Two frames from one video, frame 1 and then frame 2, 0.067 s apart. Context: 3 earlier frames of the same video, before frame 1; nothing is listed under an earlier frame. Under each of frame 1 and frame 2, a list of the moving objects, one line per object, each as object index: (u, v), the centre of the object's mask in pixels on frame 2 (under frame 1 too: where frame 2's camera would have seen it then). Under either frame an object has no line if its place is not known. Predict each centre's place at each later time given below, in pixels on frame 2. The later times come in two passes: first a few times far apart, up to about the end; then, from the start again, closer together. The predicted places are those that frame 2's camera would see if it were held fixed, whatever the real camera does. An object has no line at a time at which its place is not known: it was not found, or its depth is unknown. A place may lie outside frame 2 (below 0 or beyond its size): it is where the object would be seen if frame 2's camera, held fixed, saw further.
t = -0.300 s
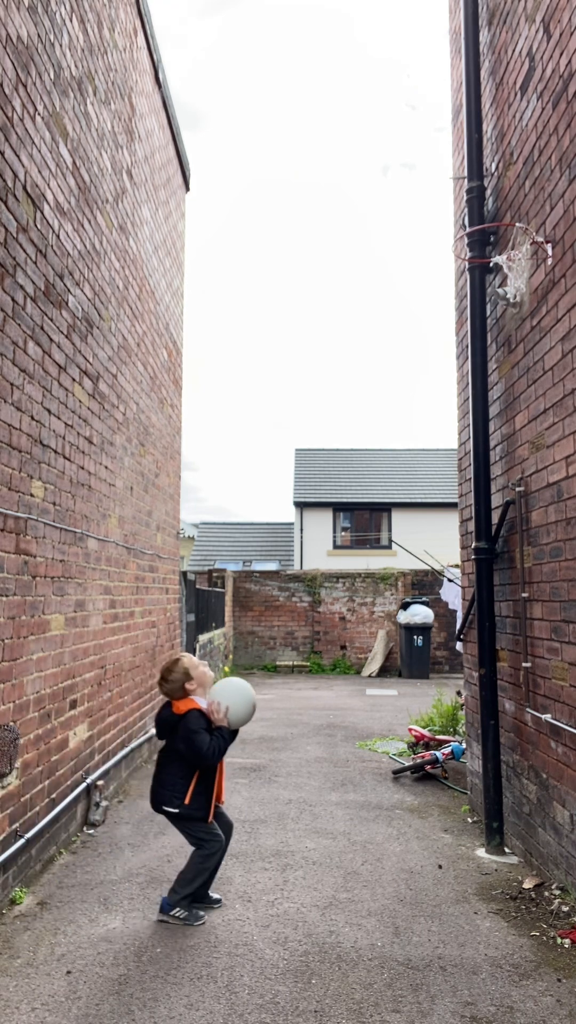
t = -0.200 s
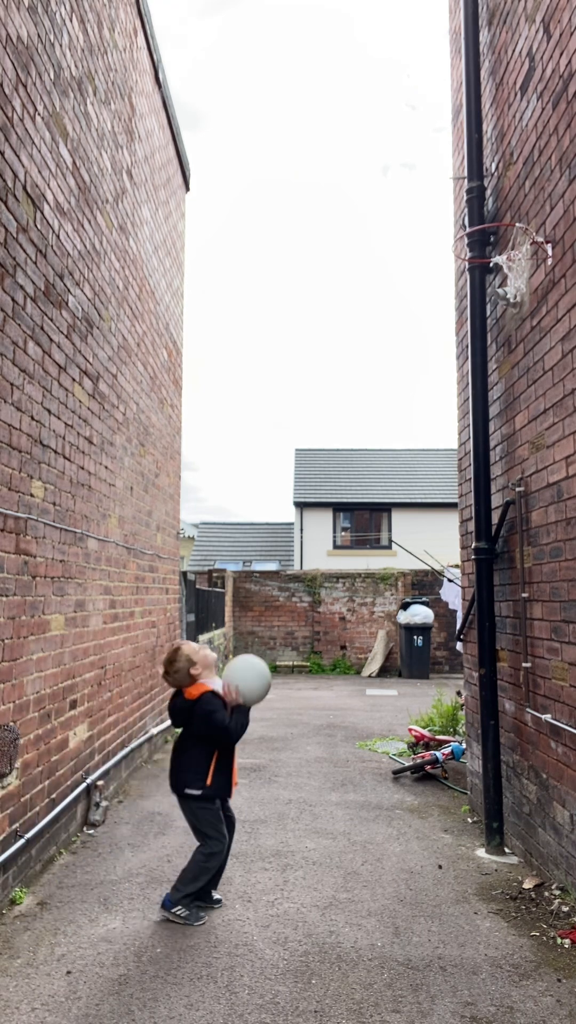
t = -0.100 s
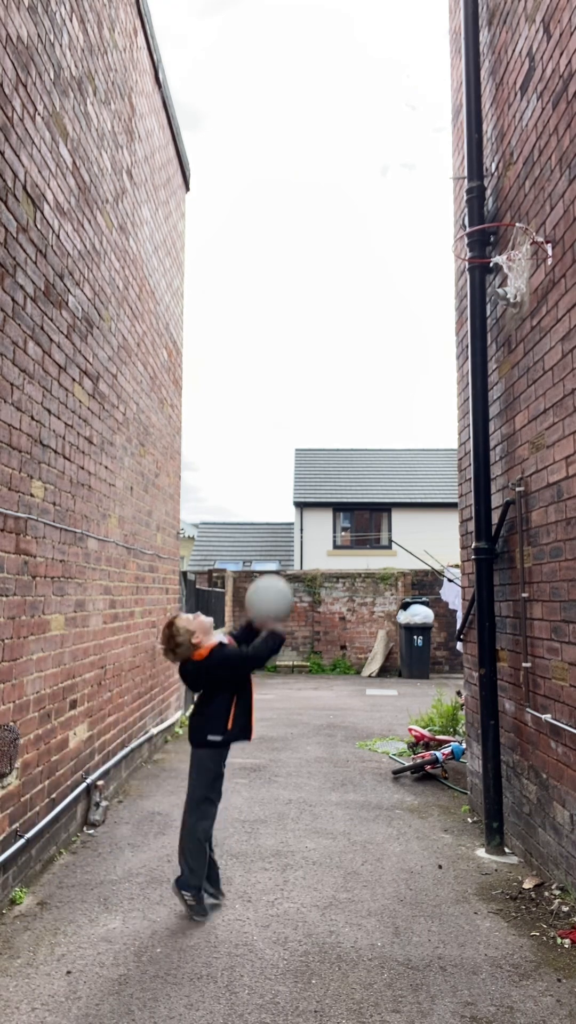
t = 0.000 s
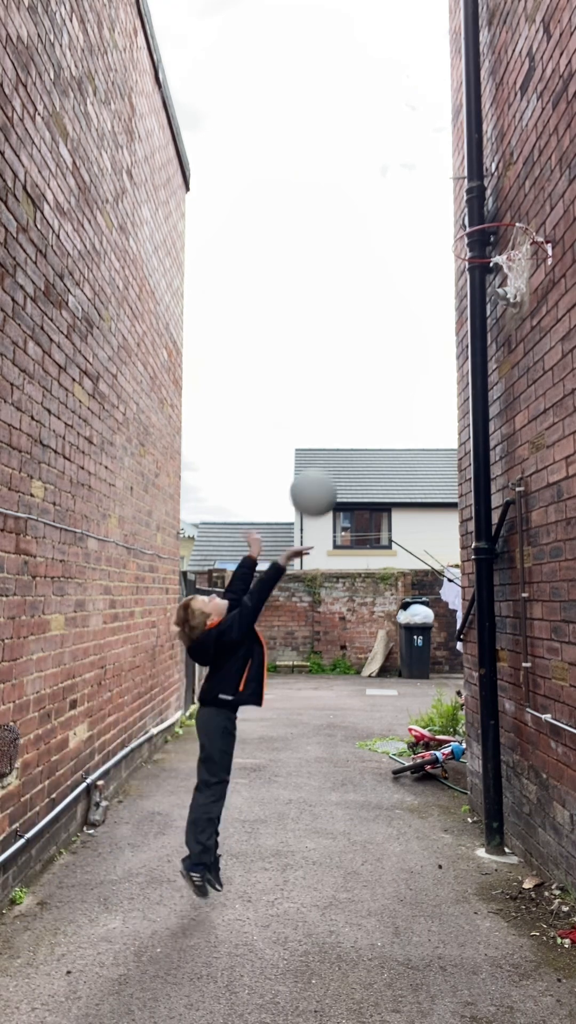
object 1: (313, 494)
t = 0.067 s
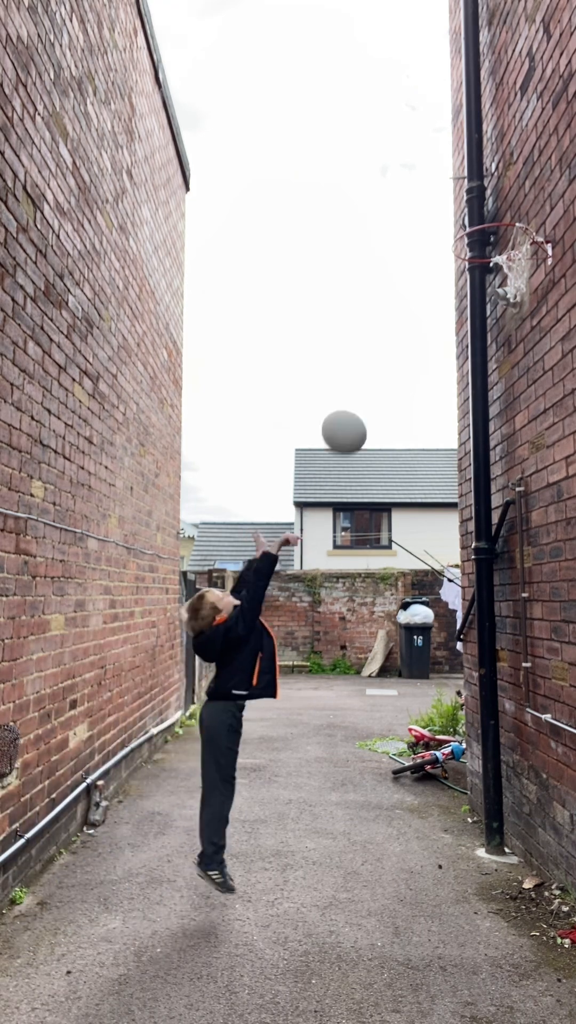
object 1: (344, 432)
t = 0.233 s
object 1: (420, 316)
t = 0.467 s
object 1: (519, 259)
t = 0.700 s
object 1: (513, 374)
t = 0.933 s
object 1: (478, 591)
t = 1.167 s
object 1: (441, 859)
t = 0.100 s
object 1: (359, 404)
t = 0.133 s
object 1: (375, 378)
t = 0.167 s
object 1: (390, 355)
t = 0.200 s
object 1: (405, 335)
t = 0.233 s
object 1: (420, 316)
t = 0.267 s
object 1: (436, 300)
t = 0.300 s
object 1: (452, 286)
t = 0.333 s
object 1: (467, 273)
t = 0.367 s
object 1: (481, 264)
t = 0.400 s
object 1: (495, 257)
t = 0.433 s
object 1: (511, 252)
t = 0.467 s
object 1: (519, 259)
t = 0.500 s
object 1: (526, 270)
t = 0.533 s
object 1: (532, 284)
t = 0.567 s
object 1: (536, 299)
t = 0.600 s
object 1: (530, 315)
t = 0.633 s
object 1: (524, 332)
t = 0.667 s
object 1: (519, 351)
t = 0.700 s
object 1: (513, 374)
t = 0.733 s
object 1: (508, 397)
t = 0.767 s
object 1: (503, 424)
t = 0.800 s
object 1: (497, 453)
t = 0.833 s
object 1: (492, 484)
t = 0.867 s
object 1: (487, 518)
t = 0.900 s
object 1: (482, 553)
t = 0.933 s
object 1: (478, 591)
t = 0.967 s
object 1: (473, 632)
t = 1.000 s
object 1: (468, 675)
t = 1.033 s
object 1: (464, 721)
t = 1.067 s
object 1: (460, 771)
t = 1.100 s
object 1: (455, 820)
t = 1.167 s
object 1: (441, 859)
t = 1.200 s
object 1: (429, 817)
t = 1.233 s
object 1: (418, 779)
